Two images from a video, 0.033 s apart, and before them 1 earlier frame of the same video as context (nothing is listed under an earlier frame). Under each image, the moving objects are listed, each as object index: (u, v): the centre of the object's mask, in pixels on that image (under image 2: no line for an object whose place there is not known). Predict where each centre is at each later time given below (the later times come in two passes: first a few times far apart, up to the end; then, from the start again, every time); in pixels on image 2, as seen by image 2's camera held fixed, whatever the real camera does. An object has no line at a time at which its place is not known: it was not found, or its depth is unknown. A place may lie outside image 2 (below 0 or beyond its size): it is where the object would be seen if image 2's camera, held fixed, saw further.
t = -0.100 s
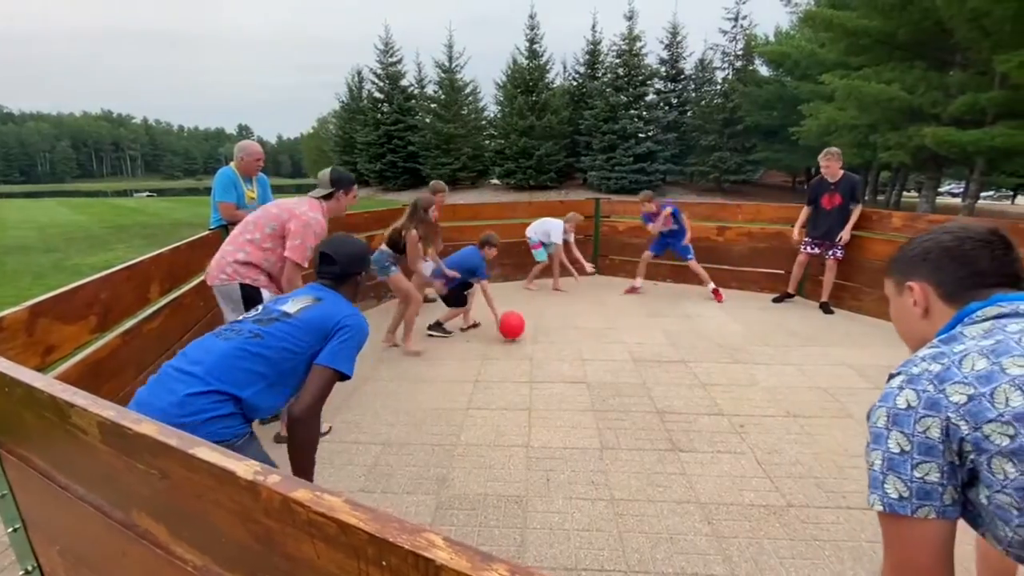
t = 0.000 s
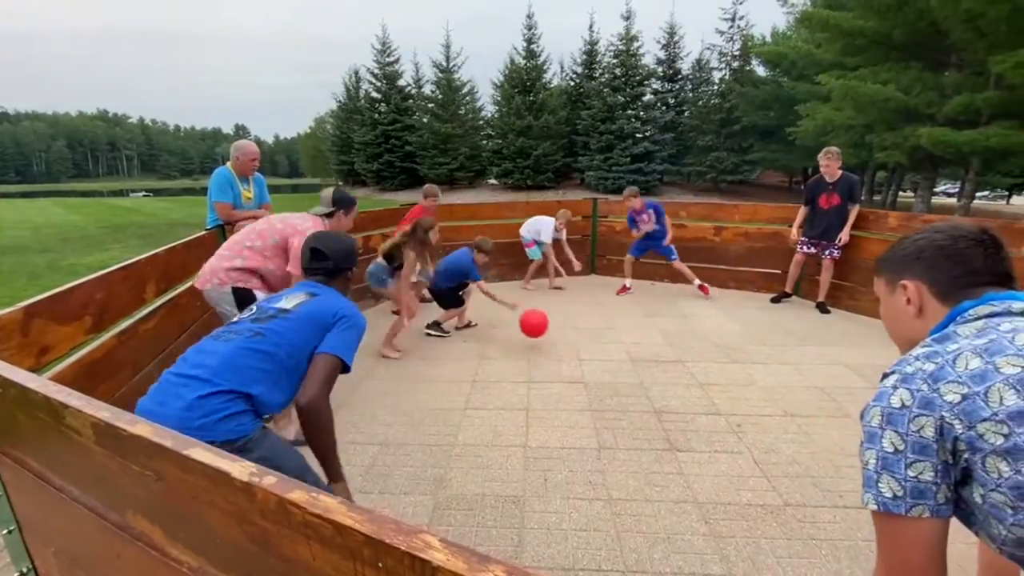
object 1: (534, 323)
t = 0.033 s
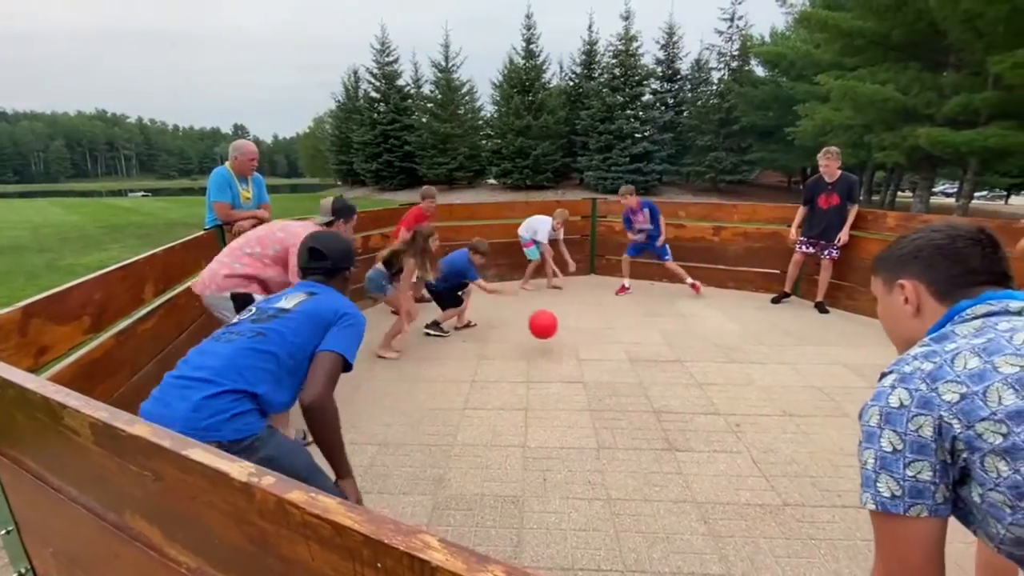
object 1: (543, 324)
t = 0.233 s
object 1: (609, 354)
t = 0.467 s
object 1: (667, 368)
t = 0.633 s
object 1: (716, 387)
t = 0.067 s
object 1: (553, 326)
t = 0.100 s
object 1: (564, 330)
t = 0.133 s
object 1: (575, 334)
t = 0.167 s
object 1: (587, 340)
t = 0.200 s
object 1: (599, 348)
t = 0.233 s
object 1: (609, 354)
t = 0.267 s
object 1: (617, 352)
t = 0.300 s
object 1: (625, 351)
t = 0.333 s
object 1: (633, 351)
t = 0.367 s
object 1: (641, 353)
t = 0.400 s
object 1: (650, 356)
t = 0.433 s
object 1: (659, 361)
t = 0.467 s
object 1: (667, 368)
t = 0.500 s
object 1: (676, 377)
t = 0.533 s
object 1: (685, 385)
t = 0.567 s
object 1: (695, 384)
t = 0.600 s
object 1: (705, 384)
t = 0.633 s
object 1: (716, 387)
